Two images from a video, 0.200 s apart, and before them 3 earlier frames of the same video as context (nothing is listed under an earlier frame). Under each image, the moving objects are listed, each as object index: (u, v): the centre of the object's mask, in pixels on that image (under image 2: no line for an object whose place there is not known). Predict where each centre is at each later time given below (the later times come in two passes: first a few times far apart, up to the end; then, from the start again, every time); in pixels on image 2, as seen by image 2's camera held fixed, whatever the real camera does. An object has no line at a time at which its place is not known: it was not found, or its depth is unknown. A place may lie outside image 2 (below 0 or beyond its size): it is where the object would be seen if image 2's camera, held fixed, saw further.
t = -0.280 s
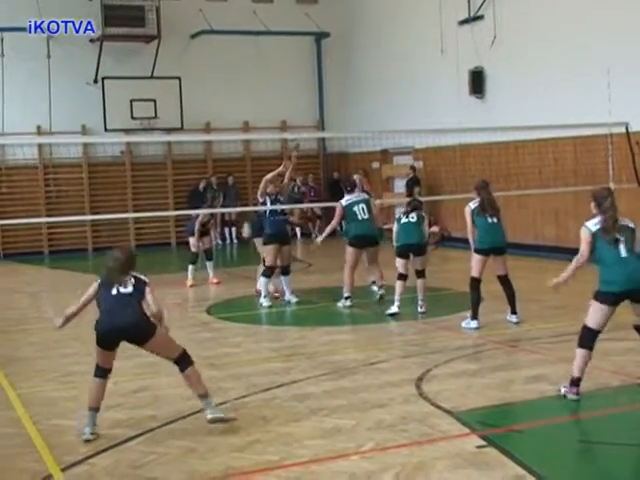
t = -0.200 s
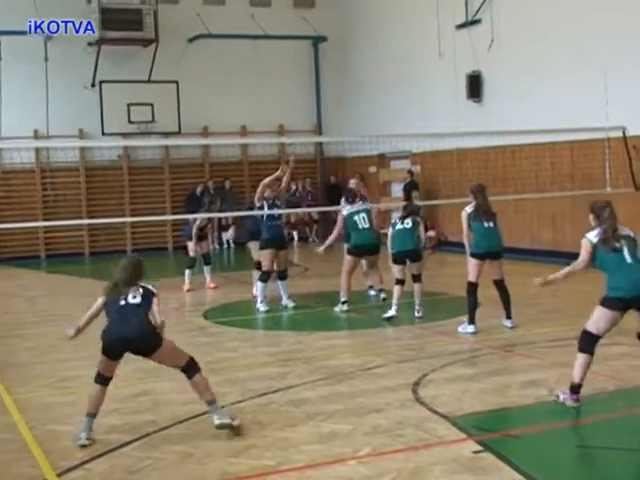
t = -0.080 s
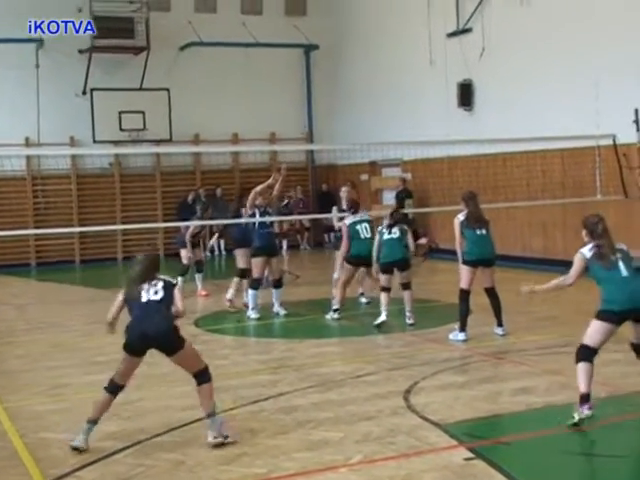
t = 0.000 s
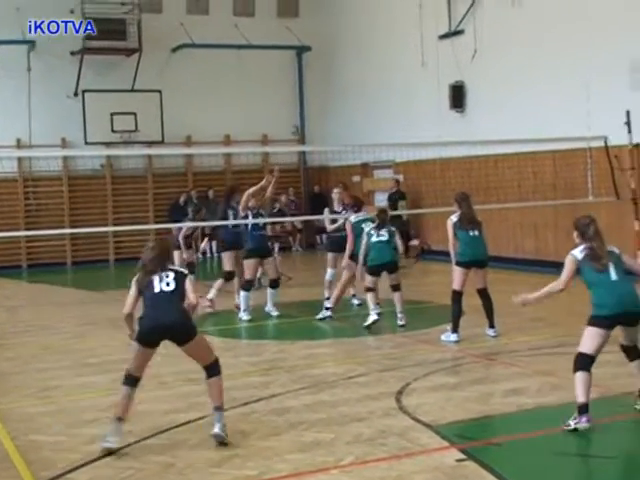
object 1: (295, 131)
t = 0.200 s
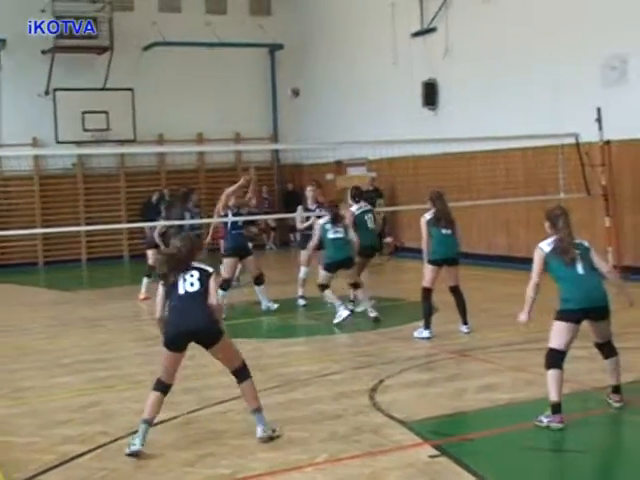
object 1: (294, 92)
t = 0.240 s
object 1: (301, 88)
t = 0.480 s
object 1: (346, 73)
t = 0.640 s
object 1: (388, 87)
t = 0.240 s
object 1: (301, 88)
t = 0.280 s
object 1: (307, 83)
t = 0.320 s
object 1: (314, 81)
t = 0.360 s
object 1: (322, 78)
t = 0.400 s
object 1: (327, 76)
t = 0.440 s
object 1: (336, 73)
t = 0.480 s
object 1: (346, 73)
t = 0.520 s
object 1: (356, 74)
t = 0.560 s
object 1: (365, 76)
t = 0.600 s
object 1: (376, 80)
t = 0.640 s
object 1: (388, 87)
